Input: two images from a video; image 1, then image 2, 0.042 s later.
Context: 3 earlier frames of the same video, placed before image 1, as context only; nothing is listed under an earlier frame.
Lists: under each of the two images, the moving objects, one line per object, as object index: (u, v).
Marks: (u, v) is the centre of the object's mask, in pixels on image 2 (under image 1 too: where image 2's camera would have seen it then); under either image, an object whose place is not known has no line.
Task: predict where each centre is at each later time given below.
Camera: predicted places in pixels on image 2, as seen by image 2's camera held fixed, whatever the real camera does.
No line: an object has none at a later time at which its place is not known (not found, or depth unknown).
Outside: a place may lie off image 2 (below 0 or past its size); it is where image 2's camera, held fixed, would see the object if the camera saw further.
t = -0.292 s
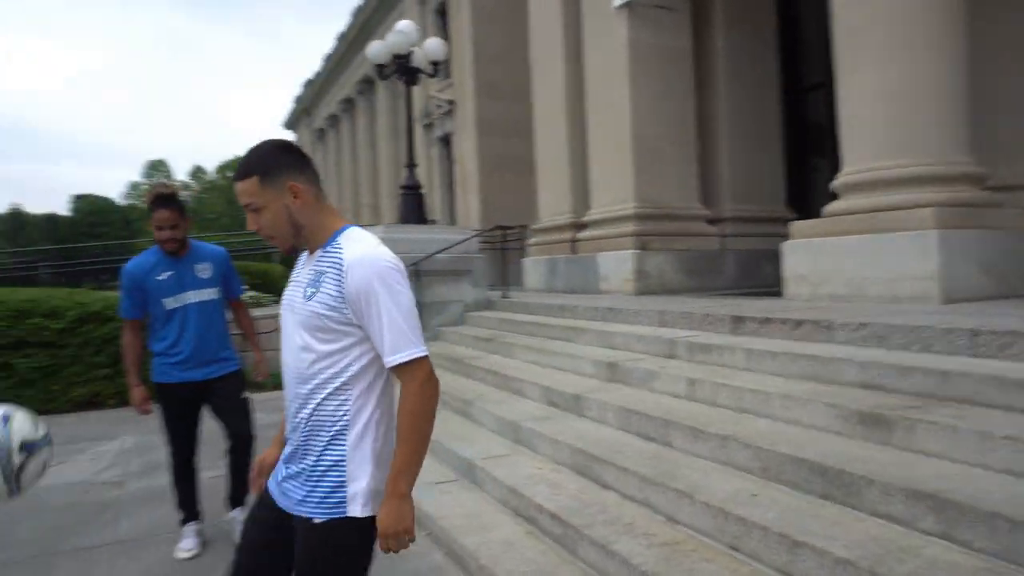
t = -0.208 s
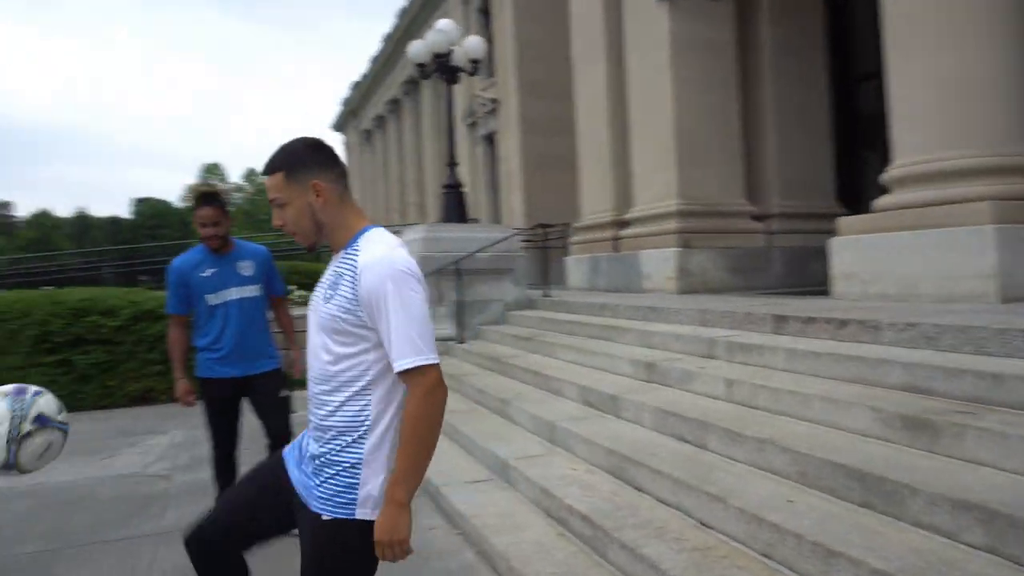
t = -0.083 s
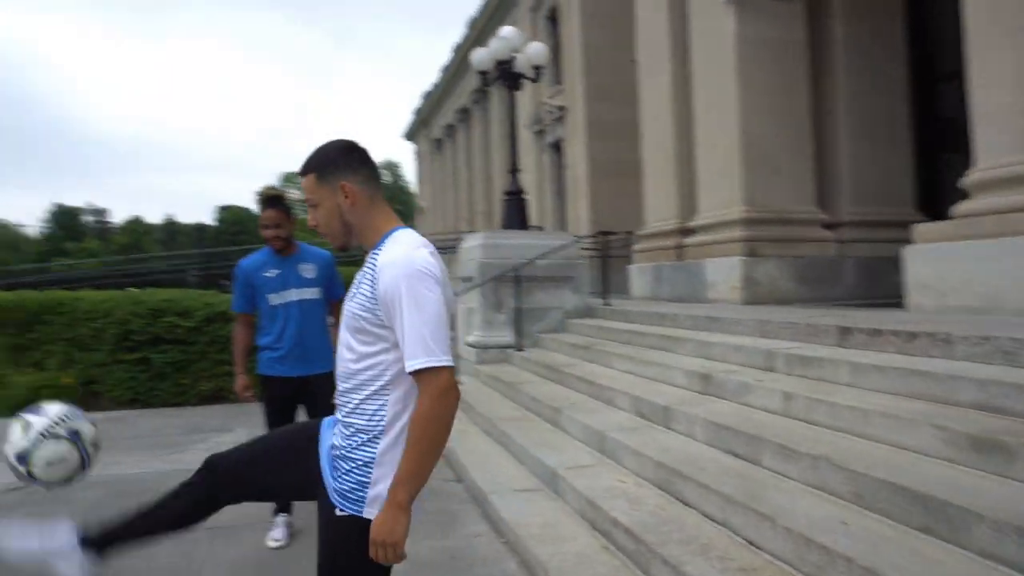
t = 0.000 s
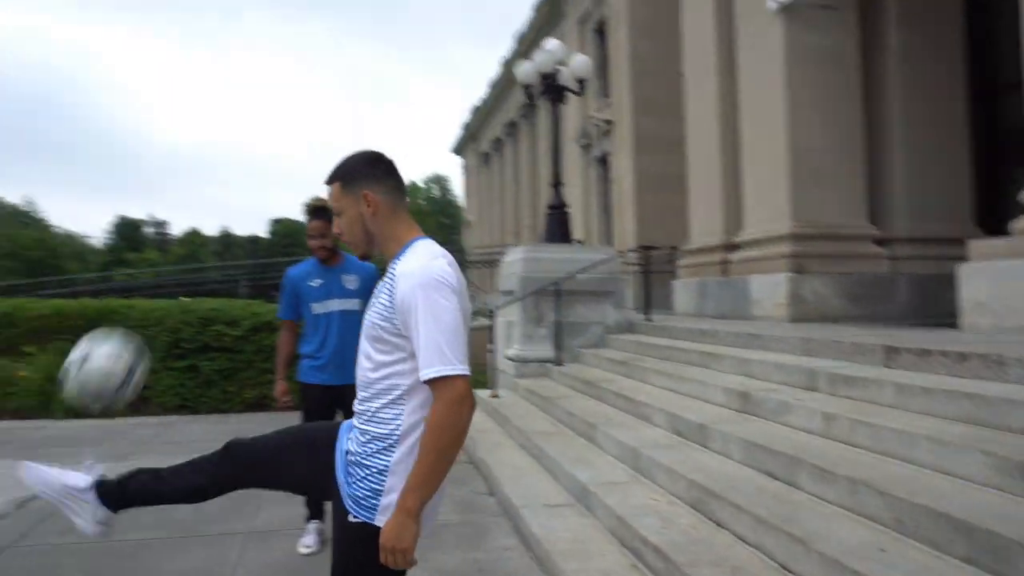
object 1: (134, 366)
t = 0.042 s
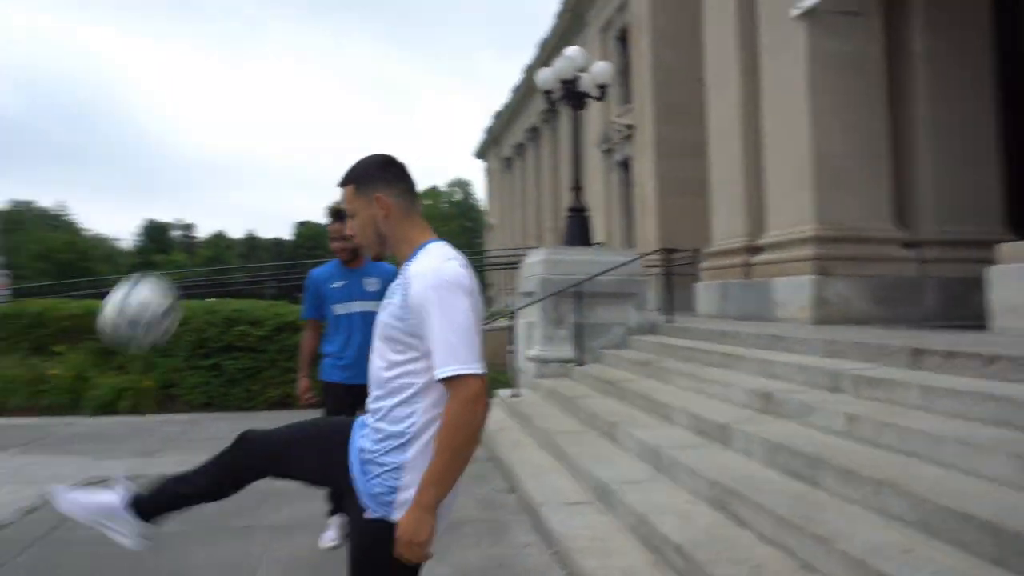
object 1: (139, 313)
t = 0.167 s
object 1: (169, 190)
